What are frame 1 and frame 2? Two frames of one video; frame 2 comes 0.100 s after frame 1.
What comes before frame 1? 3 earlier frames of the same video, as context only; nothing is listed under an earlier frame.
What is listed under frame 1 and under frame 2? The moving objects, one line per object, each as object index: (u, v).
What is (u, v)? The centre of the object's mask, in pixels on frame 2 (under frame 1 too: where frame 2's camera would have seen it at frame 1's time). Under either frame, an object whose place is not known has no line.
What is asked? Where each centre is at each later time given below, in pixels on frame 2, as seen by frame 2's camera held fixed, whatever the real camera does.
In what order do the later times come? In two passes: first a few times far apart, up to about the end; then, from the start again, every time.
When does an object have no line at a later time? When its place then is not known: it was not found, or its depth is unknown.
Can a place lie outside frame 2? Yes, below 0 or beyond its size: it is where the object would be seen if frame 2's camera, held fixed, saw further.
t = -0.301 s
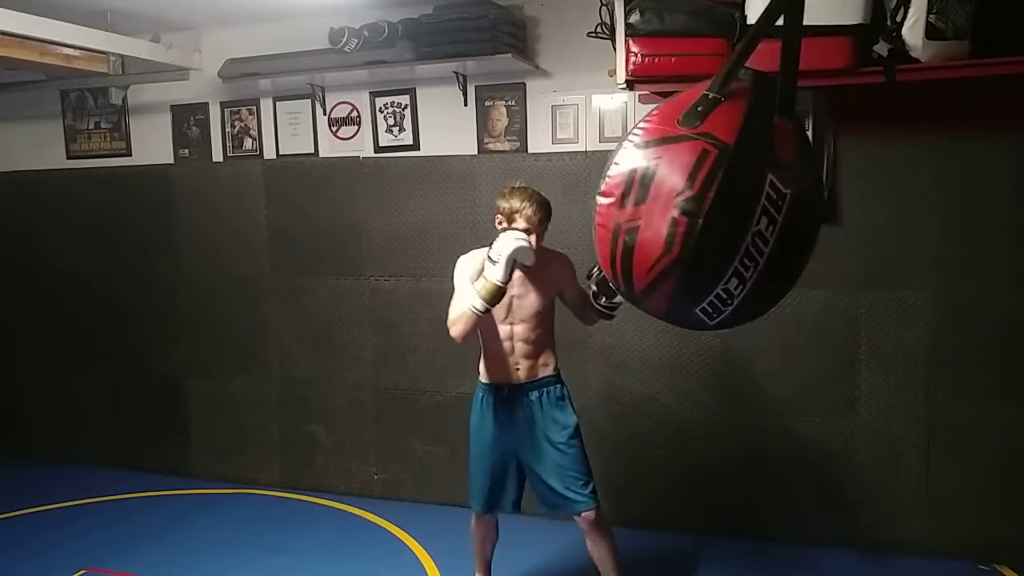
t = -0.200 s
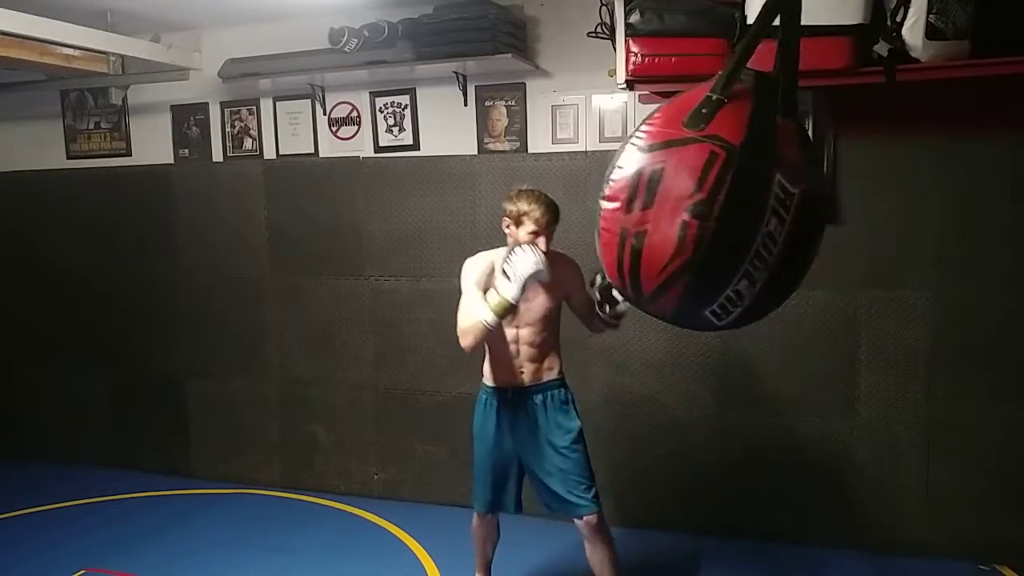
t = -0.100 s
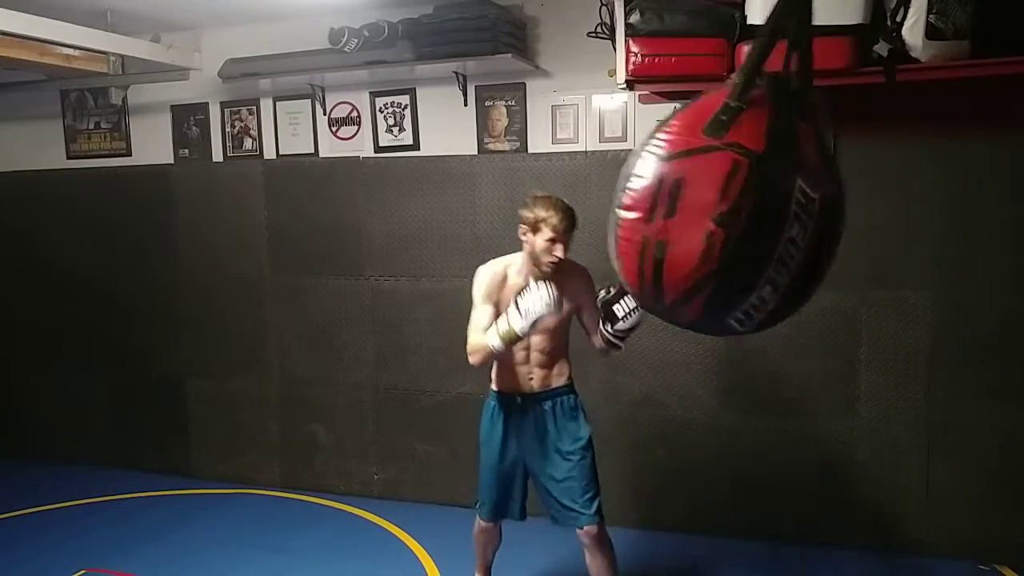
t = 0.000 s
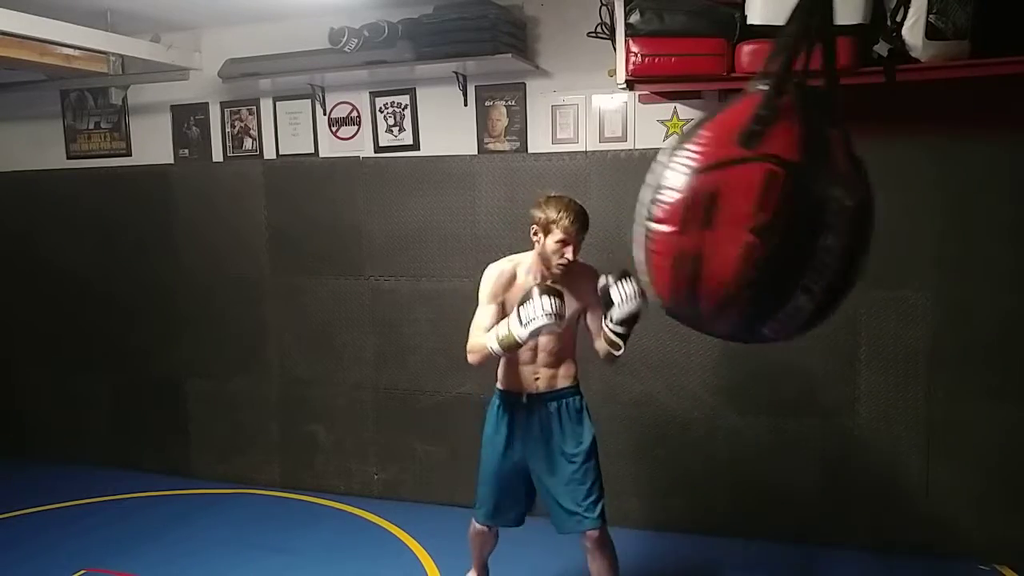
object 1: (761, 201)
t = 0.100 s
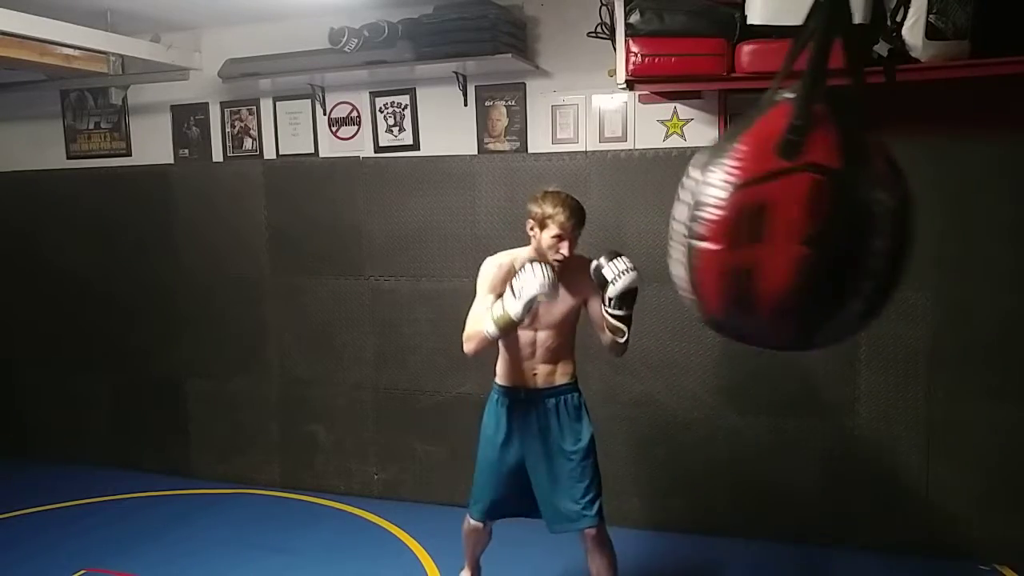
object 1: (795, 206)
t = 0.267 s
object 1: (870, 208)
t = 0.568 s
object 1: (954, 178)
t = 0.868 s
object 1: (972, 157)
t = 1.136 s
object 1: (944, 195)
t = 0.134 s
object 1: (809, 206)
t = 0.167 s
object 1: (824, 209)
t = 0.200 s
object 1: (839, 207)
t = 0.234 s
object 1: (853, 207)
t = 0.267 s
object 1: (870, 208)
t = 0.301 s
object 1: (886, 207)
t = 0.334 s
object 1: (901, 203)
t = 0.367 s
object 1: (911, 199)
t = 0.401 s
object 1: (920, 200)
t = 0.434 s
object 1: (929, 197)
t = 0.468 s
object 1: (936, 196)
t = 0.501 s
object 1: (943, 191)
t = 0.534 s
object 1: (950, 183)
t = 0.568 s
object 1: (954, 178)
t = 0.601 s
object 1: (959, 174)
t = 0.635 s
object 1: (964, 170)
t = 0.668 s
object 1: (967, 166)
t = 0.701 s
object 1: (968, 163)
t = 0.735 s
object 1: (971, 160)
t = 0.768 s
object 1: (972, 160)
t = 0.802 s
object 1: (973, 159)
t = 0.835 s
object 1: (972, 158)
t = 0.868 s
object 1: (972, 157)
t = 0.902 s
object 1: (970, 159)
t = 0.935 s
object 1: (971, 171)
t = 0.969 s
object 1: (967, 172)
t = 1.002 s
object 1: (964, 175)
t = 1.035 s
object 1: (960, 170)
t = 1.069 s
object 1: (956, 174)
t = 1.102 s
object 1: (951, 190)
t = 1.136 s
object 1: (944, 195)
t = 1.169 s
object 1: (936, 202)
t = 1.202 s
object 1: (928, 203)
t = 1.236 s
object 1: (921, 203)
